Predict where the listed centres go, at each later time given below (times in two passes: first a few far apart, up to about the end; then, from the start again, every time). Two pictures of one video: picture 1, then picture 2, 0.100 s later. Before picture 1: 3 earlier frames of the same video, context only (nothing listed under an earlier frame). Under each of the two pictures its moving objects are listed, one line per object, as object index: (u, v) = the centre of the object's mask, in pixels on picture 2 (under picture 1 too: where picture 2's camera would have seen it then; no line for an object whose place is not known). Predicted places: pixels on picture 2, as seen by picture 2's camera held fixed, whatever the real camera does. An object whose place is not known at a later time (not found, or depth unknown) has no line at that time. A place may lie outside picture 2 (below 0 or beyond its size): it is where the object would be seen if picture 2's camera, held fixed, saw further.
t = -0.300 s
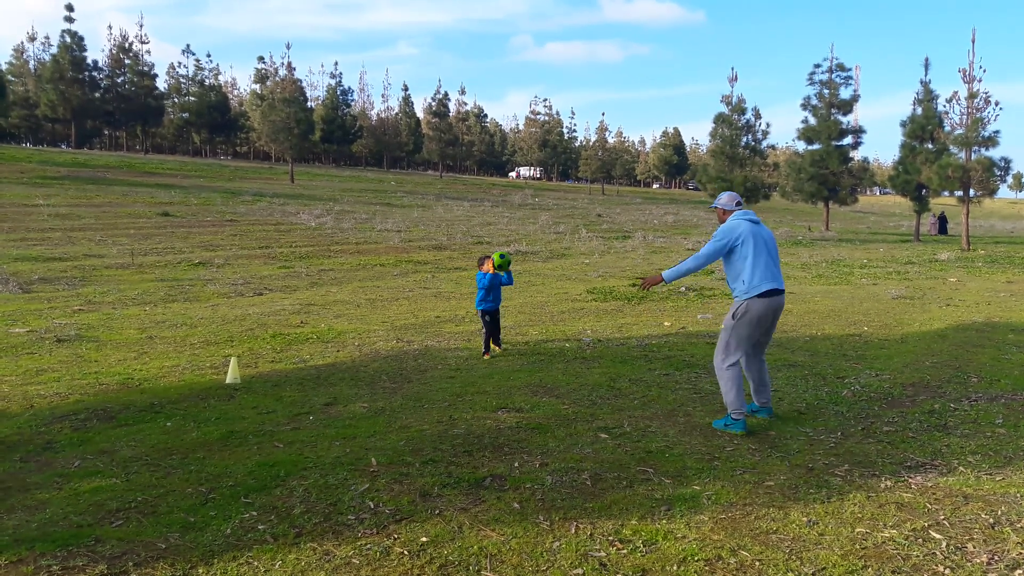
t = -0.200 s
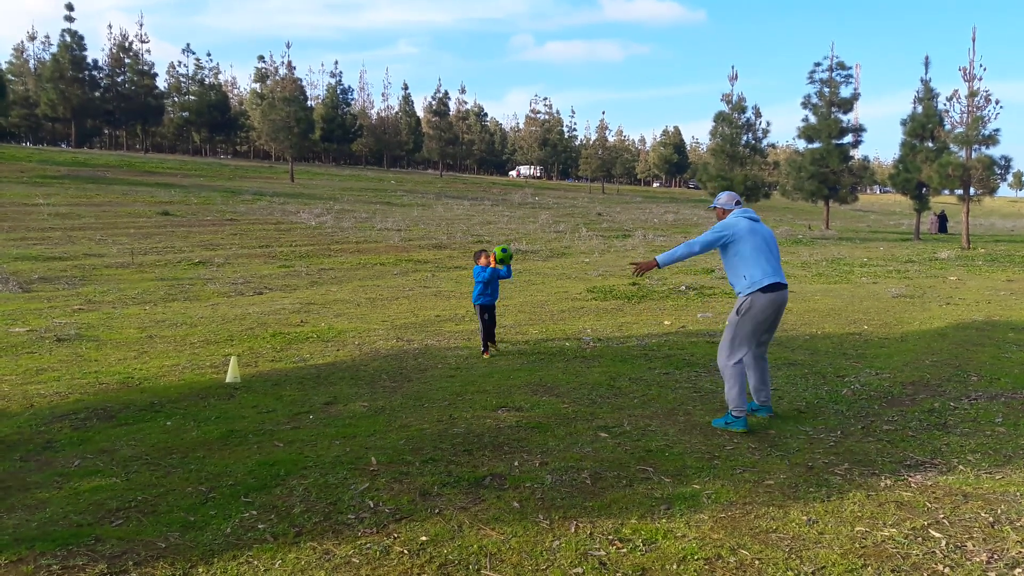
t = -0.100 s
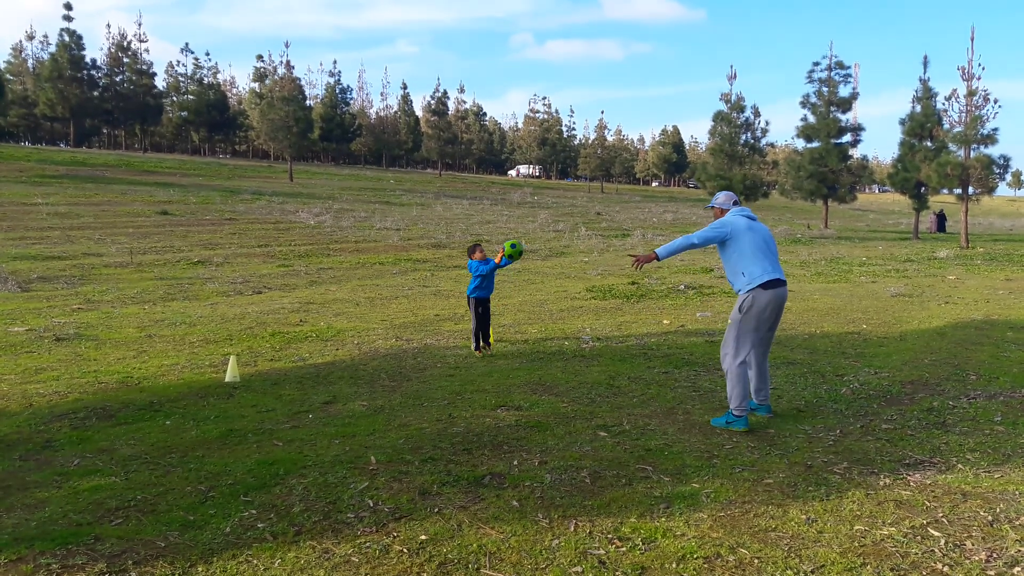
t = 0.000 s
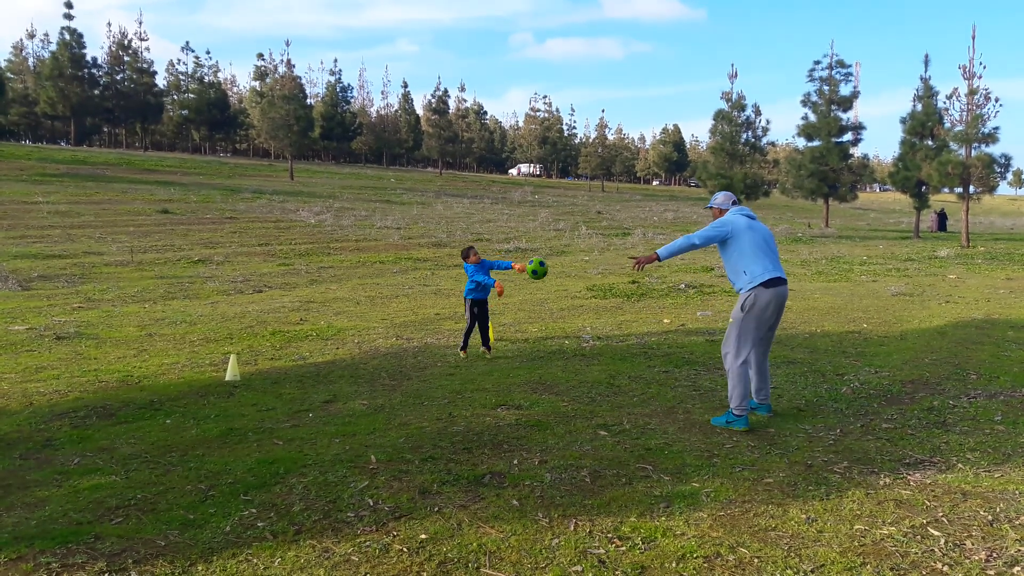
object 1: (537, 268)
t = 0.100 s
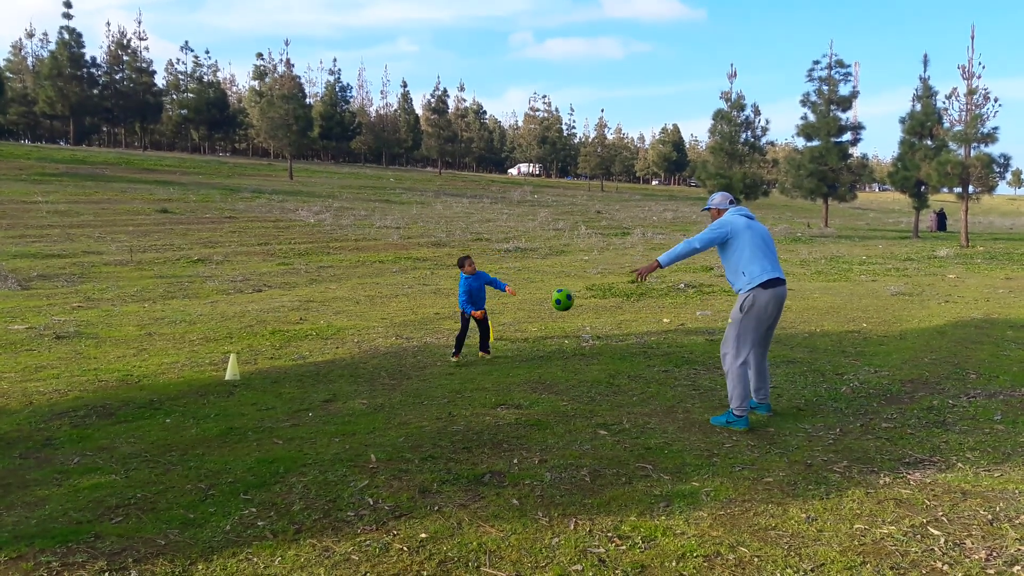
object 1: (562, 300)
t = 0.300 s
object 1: (611, 356)
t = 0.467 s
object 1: (636, 325)
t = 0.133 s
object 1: (571, 313)
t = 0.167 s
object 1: (581, 328)
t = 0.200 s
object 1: (590, 344)
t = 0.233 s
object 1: (600, 363)
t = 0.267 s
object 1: (606, 366)
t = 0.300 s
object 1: (611, 356)
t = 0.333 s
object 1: (616, 348)
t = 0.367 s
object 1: (620, 341)
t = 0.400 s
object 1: (626, 334)
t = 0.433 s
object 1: (631, 329)
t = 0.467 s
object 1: (636, 325)
